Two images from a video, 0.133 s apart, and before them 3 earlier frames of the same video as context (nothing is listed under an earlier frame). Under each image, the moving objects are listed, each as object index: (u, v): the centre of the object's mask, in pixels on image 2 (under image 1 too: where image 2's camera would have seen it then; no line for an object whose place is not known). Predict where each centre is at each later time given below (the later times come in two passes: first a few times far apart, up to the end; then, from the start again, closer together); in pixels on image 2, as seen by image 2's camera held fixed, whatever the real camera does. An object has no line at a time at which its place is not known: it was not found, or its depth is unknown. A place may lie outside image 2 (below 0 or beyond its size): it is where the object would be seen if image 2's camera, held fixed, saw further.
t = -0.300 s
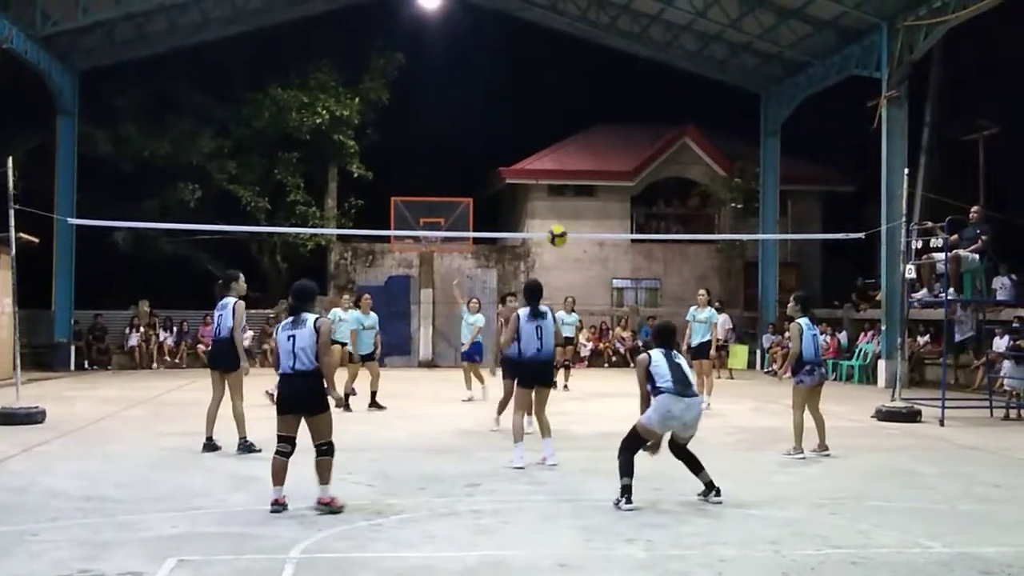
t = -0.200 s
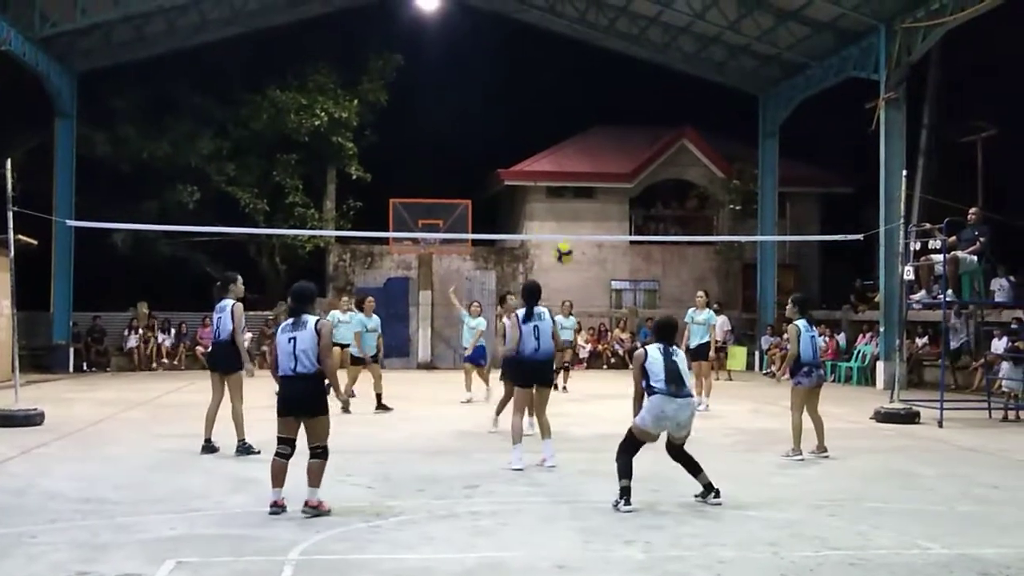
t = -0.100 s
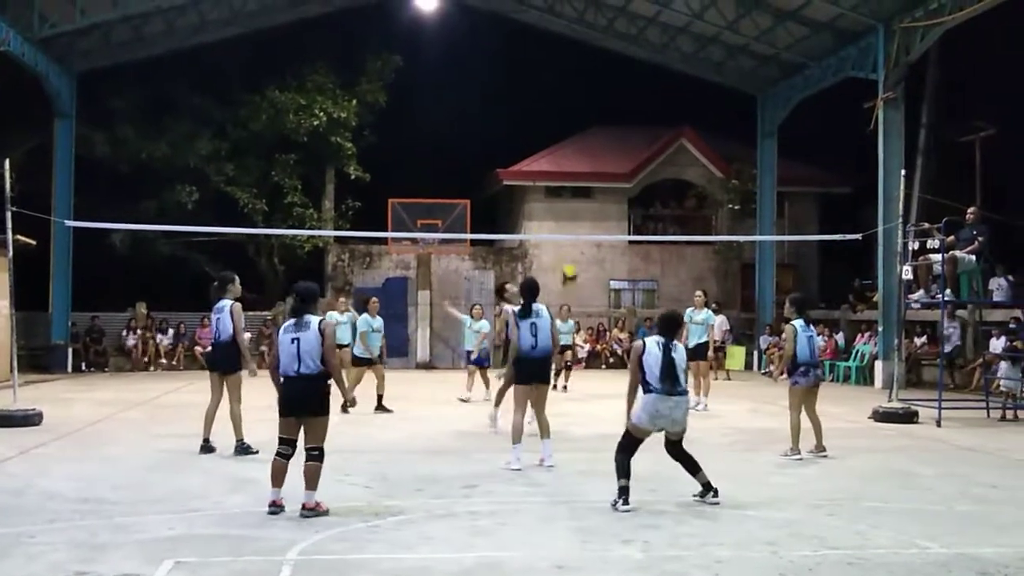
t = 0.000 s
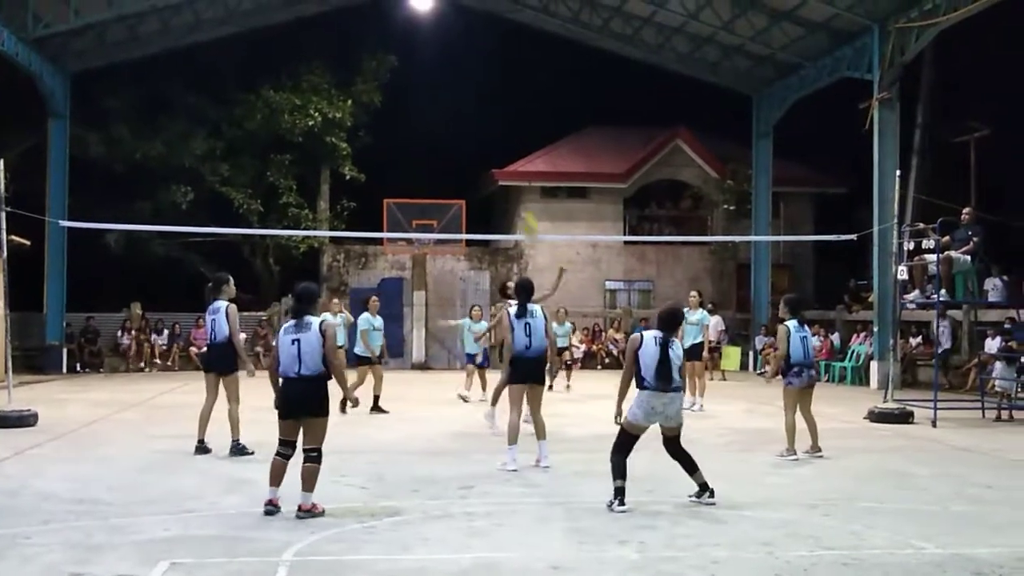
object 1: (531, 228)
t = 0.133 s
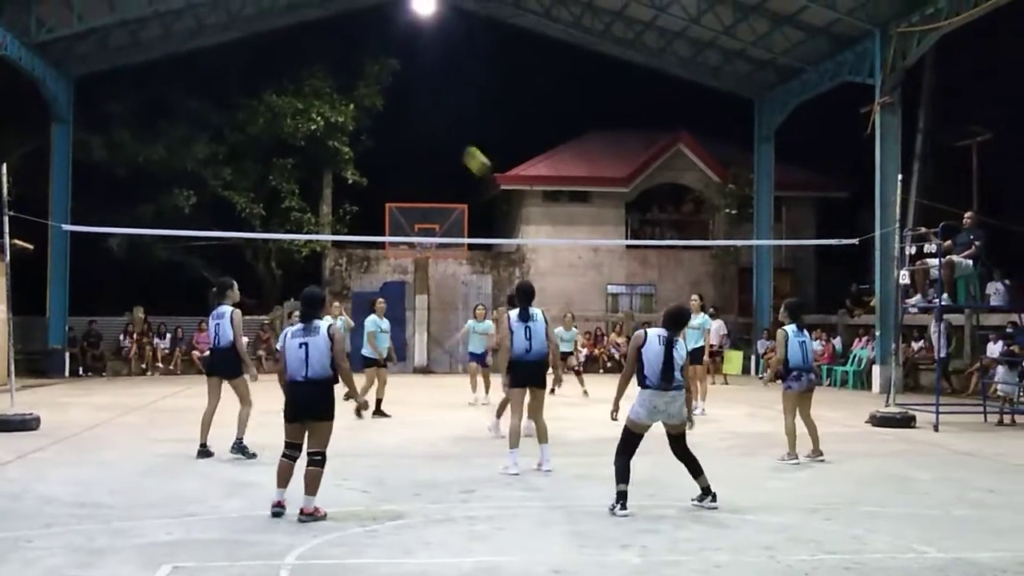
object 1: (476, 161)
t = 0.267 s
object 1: (421, 108)
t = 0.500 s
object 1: (321, 54)
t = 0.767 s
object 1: (203, 55)
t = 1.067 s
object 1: (69, 140)
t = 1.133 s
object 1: (36, 175)
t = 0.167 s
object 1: (462, 146)
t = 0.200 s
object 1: (448, 133)
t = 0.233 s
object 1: (434, 120)
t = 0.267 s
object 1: (421, 108)
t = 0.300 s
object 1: (407, 98)
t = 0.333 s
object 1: (393, 88)
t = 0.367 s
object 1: (377, 79)
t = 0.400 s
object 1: (364, 72)
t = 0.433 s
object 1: (349, 64)
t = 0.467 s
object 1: (335, 59)
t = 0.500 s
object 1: (321, 54)
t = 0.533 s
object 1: (306, 50)
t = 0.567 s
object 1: (291, 49)
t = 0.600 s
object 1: (276, 47)
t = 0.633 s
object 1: (262, 46)
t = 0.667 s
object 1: (247, 47)
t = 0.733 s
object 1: (218, 51)
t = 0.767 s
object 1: (203, 55)
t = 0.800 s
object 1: (188, 61)
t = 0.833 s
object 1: (173, 67)
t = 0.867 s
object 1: (158, 74)
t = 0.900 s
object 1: (143, 83)
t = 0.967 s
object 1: (113, 103)
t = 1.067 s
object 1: (69, 140)
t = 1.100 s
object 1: (52, 157)
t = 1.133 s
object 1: (36, 175)
